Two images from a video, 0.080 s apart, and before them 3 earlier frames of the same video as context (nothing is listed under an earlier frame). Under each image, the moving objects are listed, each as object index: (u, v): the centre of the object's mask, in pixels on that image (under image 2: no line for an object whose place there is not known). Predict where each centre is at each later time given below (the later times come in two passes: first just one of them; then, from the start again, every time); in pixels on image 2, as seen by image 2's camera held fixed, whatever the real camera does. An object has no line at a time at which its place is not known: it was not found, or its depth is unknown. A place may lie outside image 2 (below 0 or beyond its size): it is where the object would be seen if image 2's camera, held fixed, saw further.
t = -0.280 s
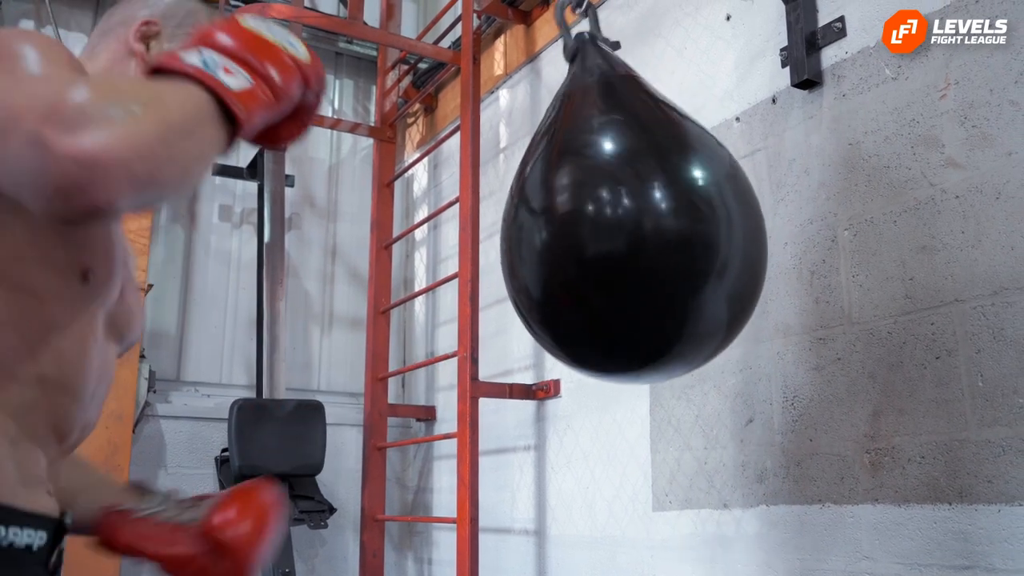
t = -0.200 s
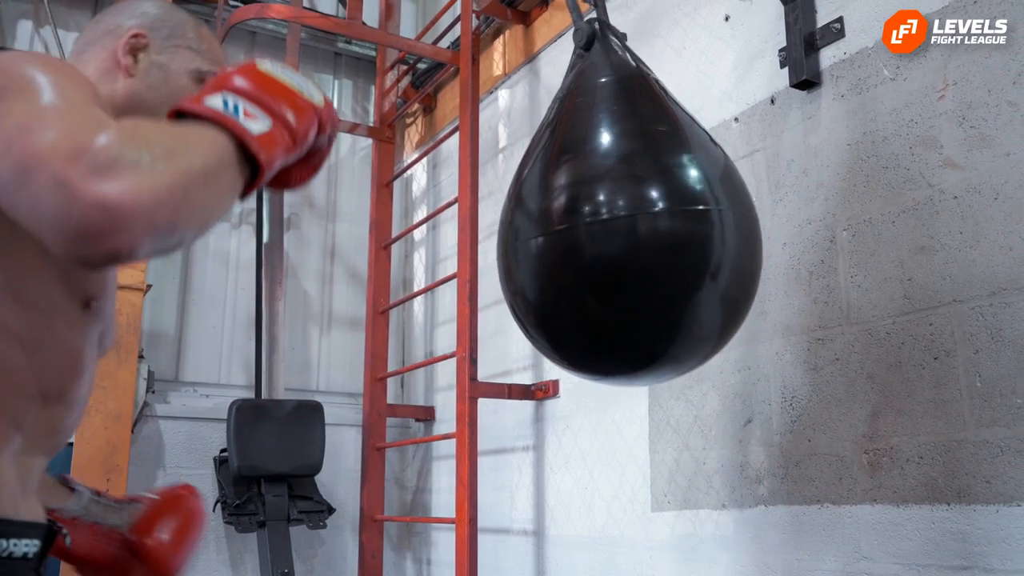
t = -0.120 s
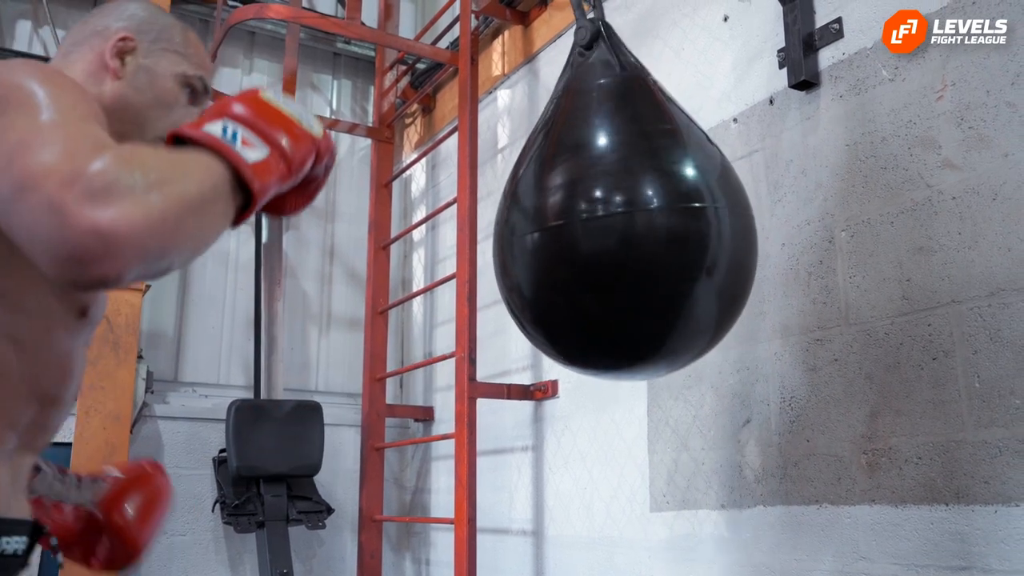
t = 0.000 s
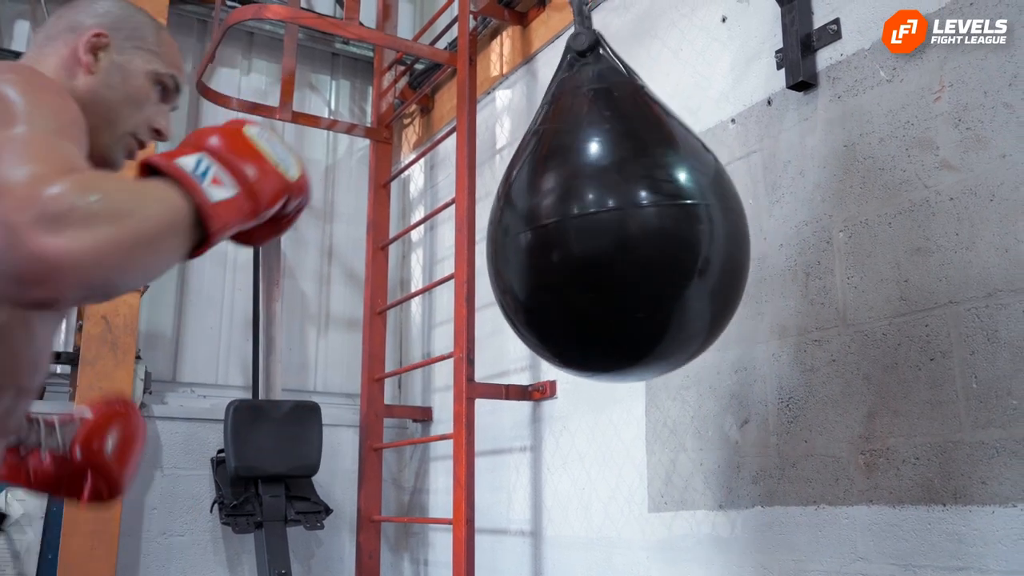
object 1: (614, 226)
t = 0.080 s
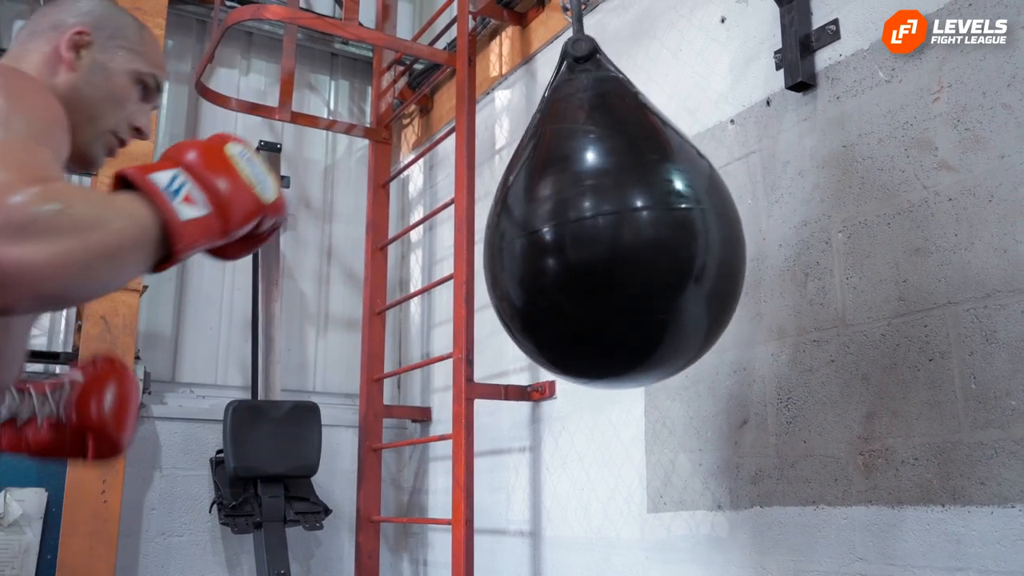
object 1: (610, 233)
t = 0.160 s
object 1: (605, 235)
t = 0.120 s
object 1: (608, 235)
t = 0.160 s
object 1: (605, 235)
